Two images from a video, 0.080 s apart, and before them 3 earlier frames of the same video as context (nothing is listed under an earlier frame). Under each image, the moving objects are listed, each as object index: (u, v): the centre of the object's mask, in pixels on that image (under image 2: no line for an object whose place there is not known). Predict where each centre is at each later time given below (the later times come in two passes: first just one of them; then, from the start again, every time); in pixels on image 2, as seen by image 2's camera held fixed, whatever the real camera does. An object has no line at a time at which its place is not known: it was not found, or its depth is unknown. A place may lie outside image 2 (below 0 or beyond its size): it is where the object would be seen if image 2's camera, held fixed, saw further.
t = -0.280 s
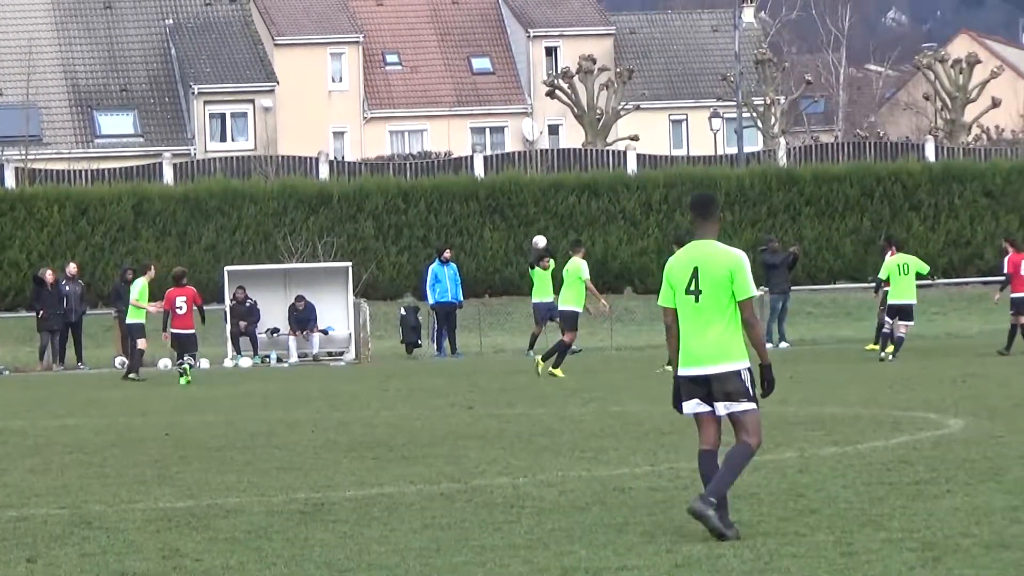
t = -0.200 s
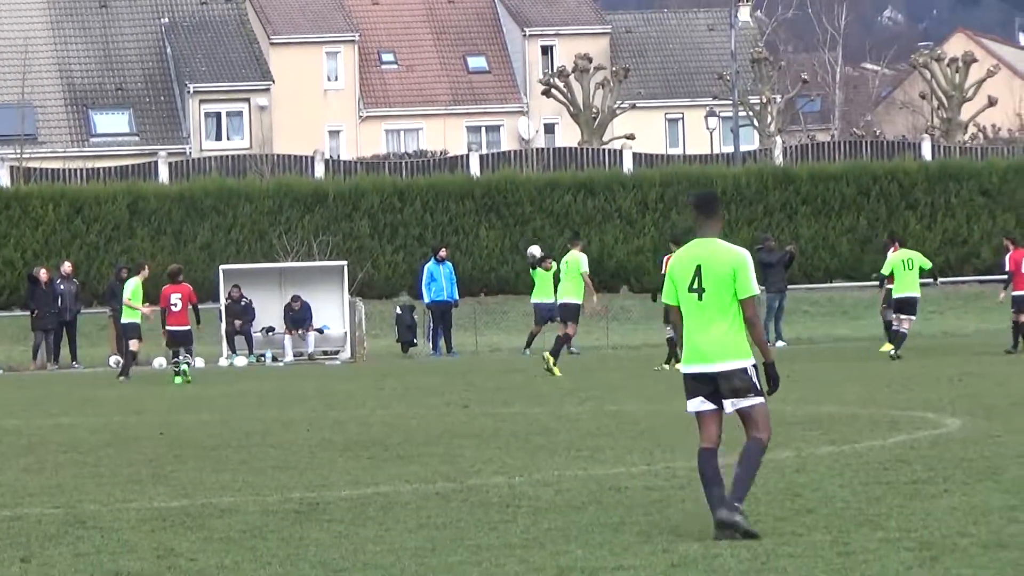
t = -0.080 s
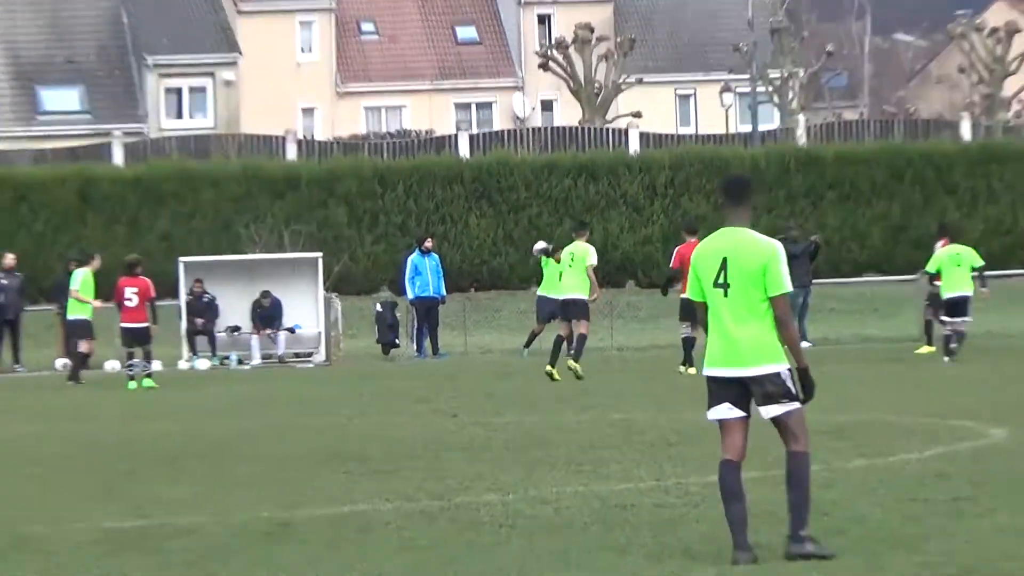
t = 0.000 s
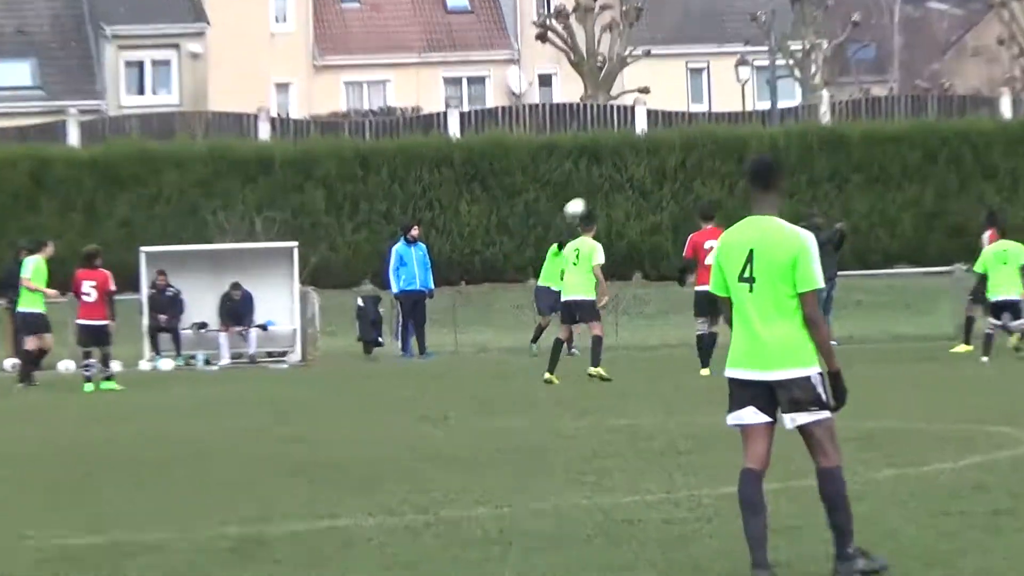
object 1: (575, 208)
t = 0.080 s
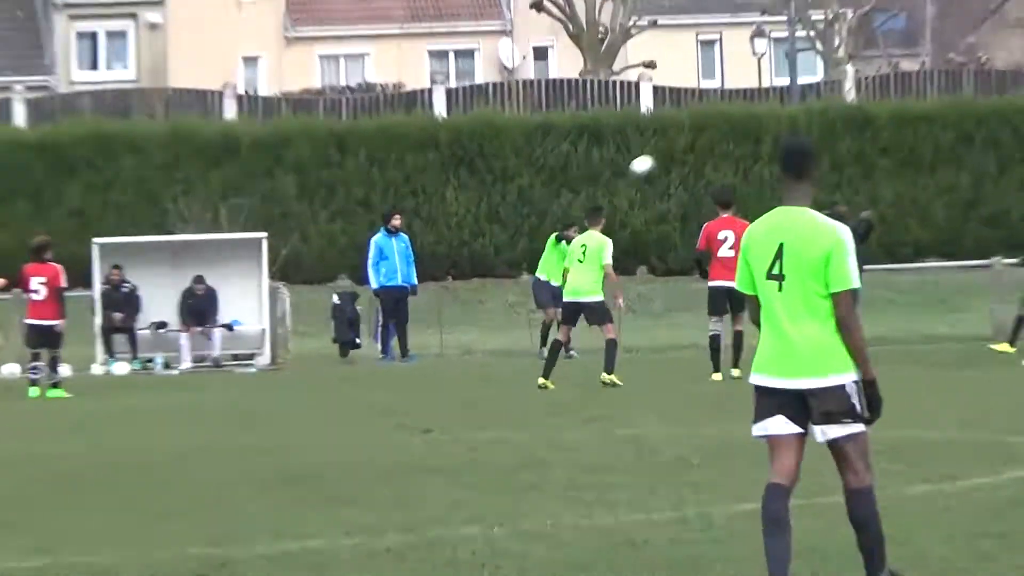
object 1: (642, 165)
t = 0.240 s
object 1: (780, 126)
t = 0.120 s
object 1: (679, 147)
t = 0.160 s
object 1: (715, 131)
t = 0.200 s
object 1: (750, 128)
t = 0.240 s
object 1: (780, 126)
